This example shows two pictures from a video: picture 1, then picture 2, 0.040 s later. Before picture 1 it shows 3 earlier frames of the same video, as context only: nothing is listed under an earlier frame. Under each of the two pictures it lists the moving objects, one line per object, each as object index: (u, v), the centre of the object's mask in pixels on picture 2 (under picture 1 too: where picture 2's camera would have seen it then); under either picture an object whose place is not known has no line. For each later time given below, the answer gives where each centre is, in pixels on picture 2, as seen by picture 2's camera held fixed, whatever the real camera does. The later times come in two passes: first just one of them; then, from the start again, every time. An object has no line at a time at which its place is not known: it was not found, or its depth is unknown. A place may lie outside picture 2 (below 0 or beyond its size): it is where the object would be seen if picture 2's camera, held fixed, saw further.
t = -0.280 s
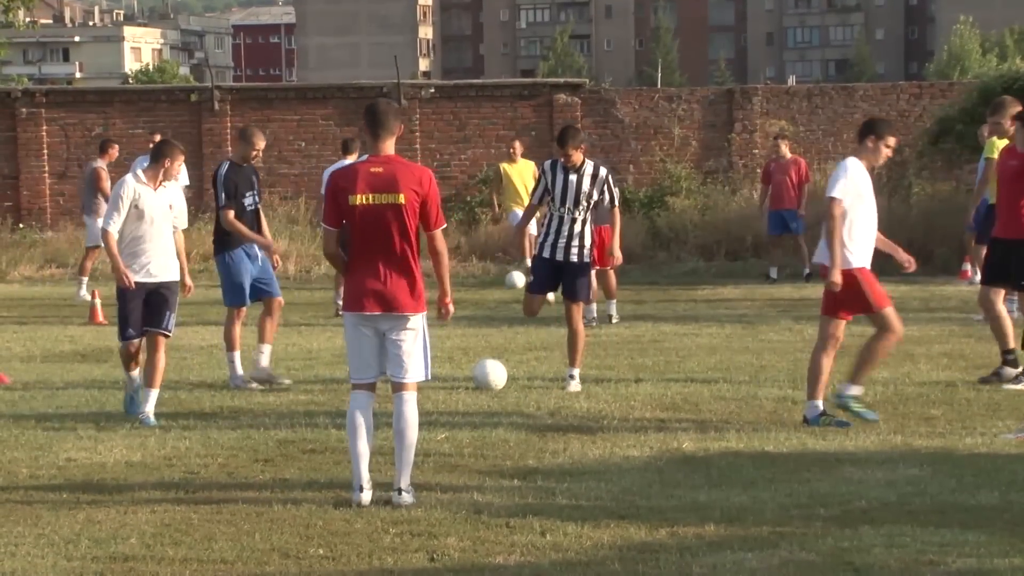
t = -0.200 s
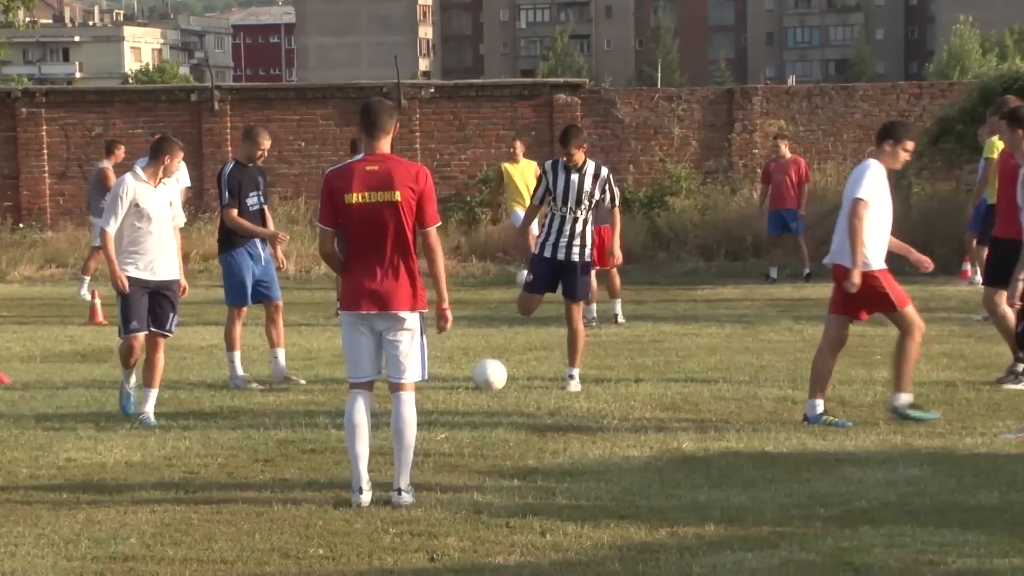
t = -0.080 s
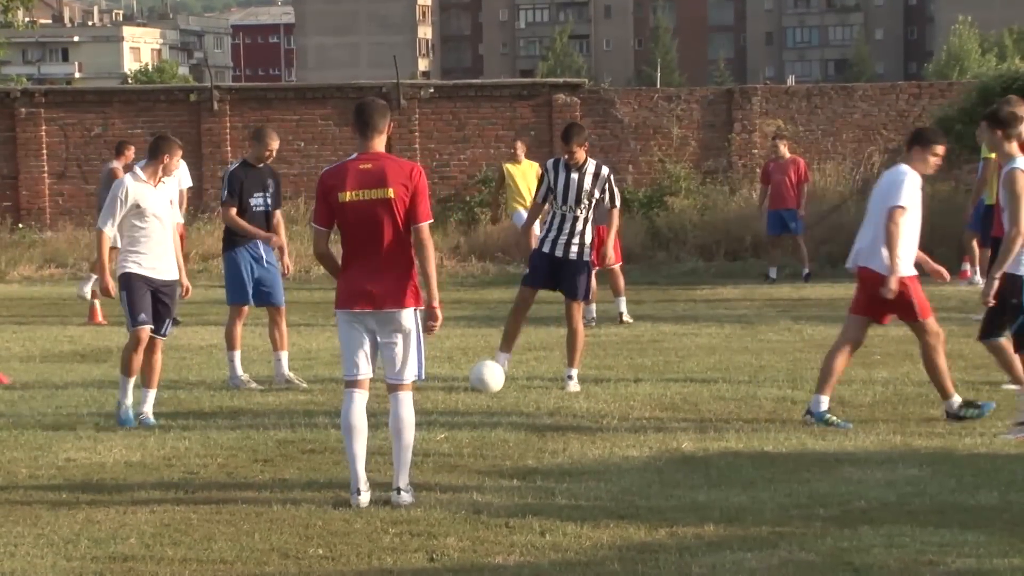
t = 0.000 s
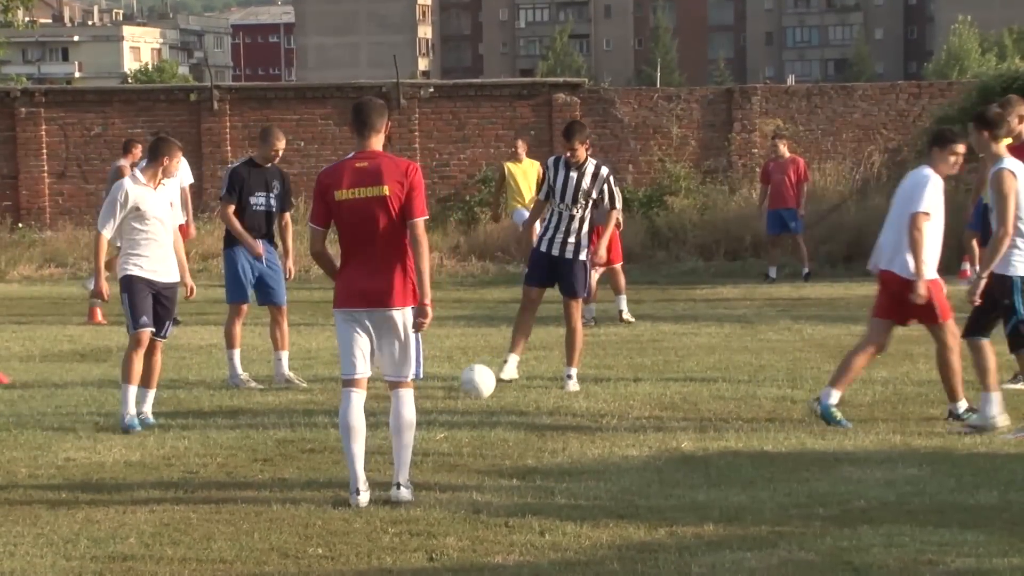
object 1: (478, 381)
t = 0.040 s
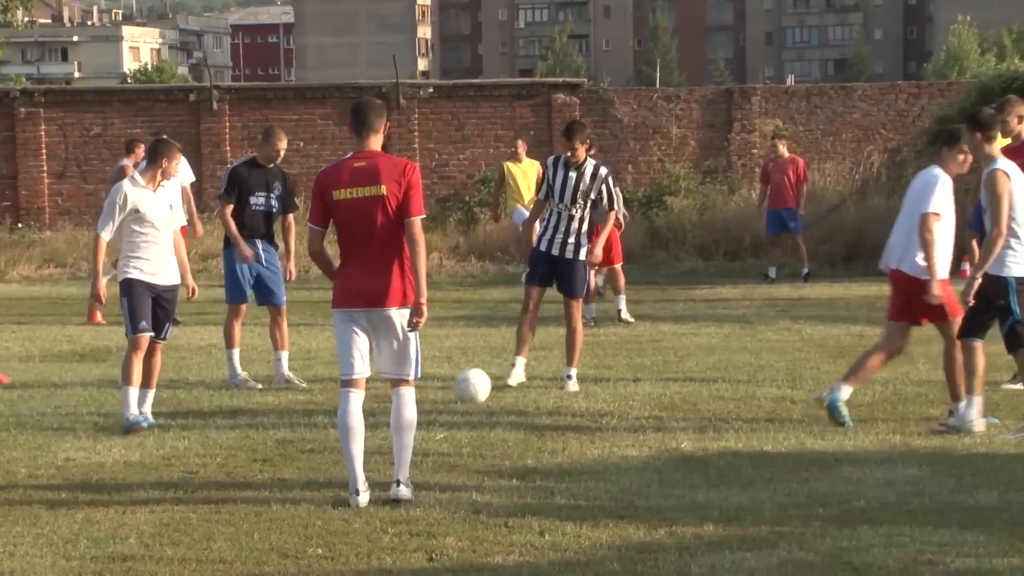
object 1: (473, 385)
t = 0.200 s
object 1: (456, 400)
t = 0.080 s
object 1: (469, 390)
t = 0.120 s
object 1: (464, 393)
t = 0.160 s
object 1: (460, 394)
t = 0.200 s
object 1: (456, 400)
